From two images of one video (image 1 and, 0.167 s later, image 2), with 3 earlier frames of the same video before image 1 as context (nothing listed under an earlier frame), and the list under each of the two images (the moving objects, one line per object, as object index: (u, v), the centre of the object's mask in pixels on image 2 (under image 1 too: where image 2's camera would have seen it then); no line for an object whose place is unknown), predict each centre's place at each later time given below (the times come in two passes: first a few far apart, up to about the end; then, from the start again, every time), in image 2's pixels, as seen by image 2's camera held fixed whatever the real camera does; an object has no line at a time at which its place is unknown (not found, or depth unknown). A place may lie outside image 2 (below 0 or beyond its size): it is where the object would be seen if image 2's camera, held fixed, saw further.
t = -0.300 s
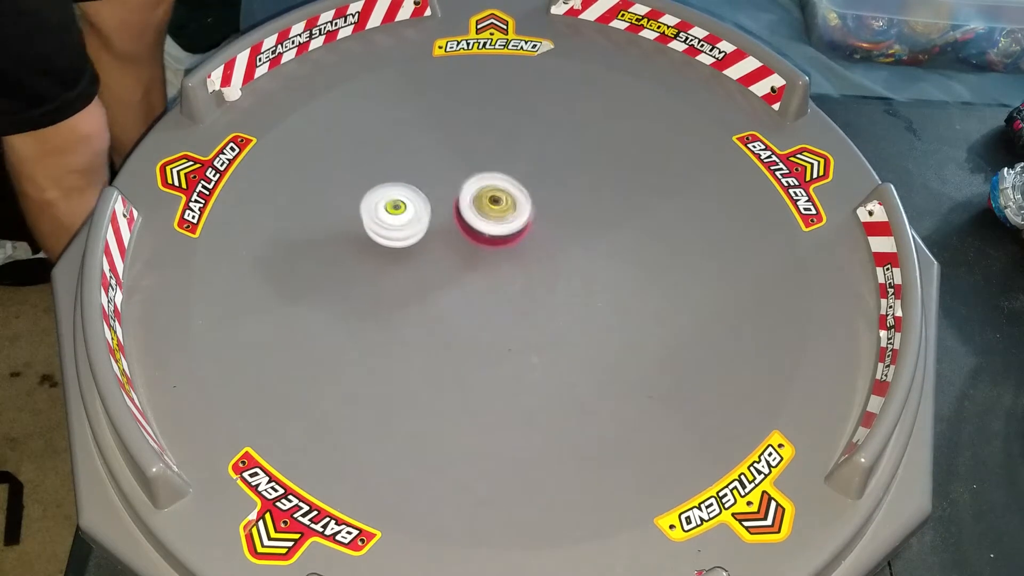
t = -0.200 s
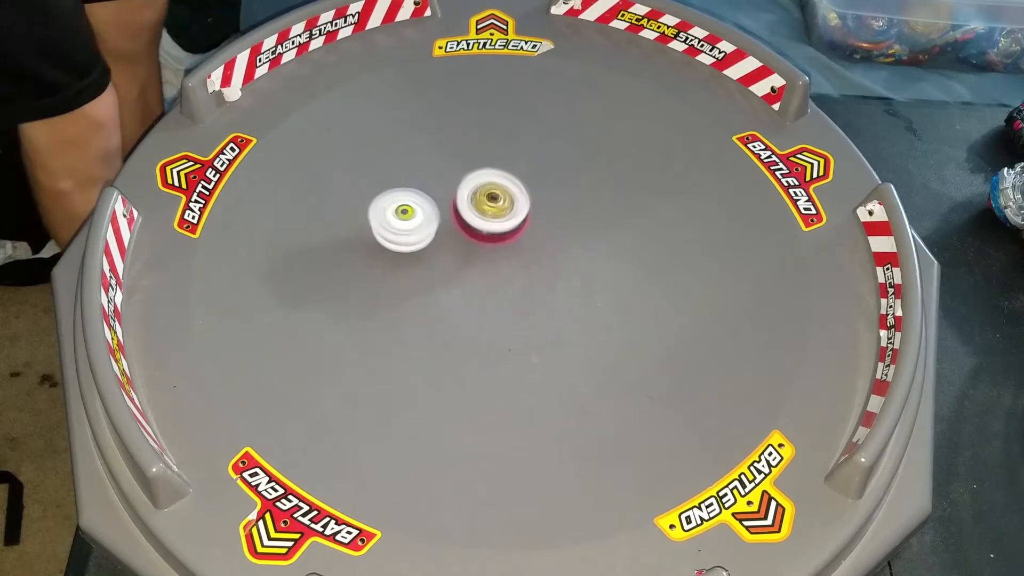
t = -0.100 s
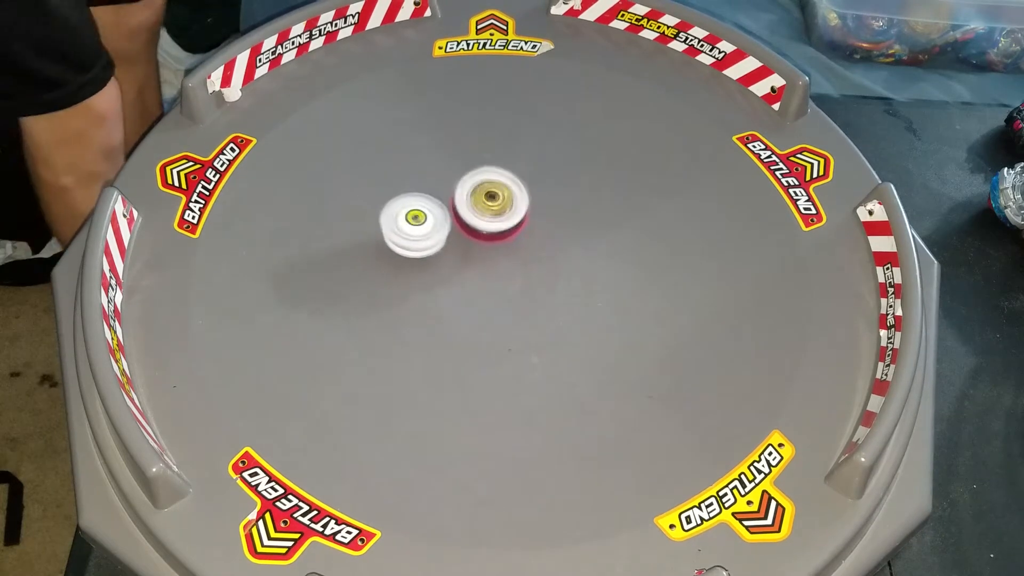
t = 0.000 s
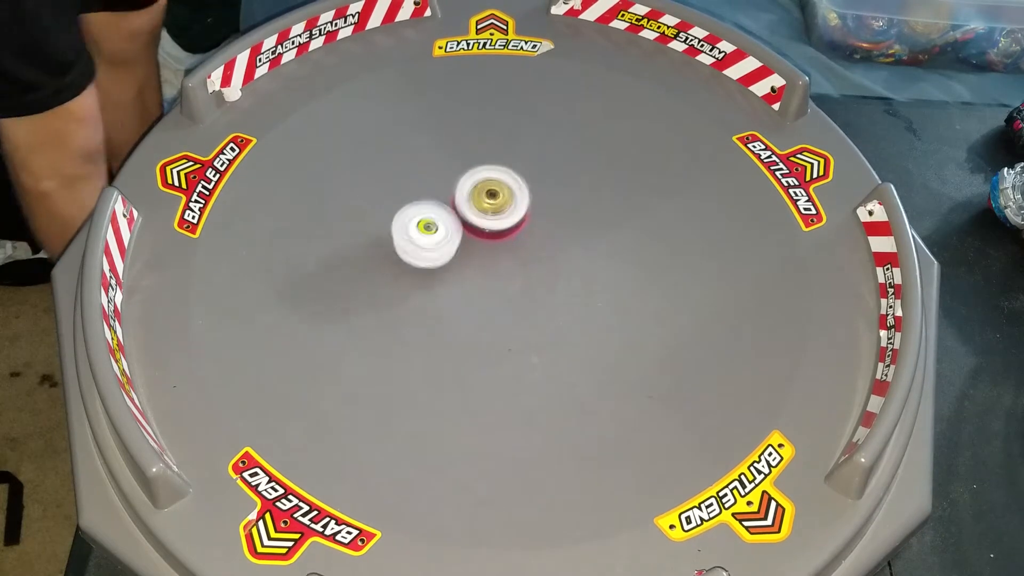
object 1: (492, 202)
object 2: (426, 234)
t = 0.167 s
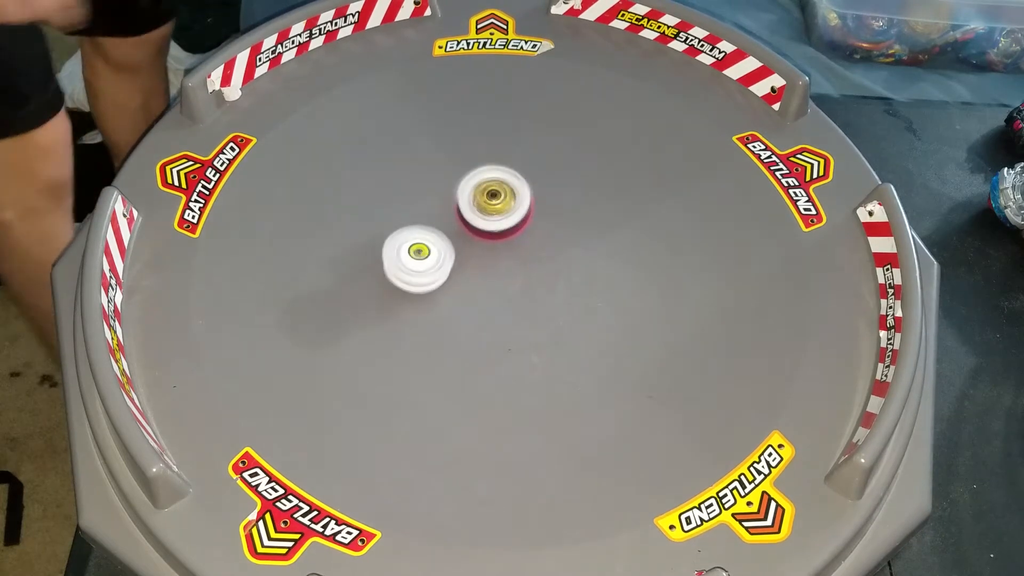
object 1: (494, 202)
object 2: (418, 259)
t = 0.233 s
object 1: (494, 203)
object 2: (414, 268)
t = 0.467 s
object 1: (486, 216)
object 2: (404, 292)
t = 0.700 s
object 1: (473, 257)
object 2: (404, 290)
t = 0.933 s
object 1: (535, 271)
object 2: (349, 309)
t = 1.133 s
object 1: (554, 269)
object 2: (329, 334)
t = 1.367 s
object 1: (555, 264)
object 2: (354, 336)
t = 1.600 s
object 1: (530, 253)
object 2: (399, 315)
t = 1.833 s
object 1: (477, 238)
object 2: (414, 282)
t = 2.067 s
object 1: (470, 229)
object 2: (371, 277)
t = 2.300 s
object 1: (468, 230)
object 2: (333, 272)
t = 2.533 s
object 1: (471, 243)
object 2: (345, 253)
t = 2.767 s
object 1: (477, 261)
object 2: (383, 235)
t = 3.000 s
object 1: (479, 271)
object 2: (410, 209)
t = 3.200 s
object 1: (484, 271)
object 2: (420, 184)
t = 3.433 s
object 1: (489, 263)
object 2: (426, 158)
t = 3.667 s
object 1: (499, 249)
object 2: (446, 154)
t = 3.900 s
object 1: (507, 237)
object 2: (466, 174)
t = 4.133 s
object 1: (522, 241)
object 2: (470, 192)
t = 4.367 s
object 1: (528, 249)
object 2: (450, 212)
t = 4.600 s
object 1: (525, 265)
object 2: (454, 230)
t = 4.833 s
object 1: (510, 279)
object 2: (469, 224)
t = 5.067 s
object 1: (496, 284)
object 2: (469, 224)
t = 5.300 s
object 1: (482, 290)
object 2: (451, 219)
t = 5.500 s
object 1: (482, 286)
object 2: (447, 225)
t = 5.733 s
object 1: (487, 273)
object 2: (449, 223)
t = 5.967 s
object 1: (489, 264)
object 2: (453, 189)
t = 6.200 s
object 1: (472, 253)
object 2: (471, 189)
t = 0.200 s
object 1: (494, 203)
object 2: (416, 264)
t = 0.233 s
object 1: (494, 203)
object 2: (414, 268)
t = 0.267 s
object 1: (493, 204)
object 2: (413, 273)
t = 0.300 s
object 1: (493, 205)
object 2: (411, 277)
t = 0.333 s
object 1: (493, 206)
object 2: (409, 281)
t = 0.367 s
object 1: (492, 208)
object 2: (408, 284)
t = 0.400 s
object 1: (490, 211)
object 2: (406, 287)
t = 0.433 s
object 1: (488, 212)
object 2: (405, 290)
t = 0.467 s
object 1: (486, 216)
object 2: (404, 292)
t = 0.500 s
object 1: (484, 220)
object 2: (403, 293)
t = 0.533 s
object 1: (481, 225)
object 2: (403, 294)
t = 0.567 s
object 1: (478, 230)
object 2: (402, 295)
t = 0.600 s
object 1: (475, 237)
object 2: (401, 295)
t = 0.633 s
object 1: (473, 244)
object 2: (402, 294)
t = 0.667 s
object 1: (472, 251)
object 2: (403, 292)
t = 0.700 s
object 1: (473, 257)
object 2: (404, 290)
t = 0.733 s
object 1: (477, 263)
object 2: (401, 291)
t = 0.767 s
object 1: (489, 264)
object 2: (387, 295)
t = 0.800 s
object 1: (500, 266)
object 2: (376, 298)
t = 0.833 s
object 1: (510, 268)
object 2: (368, 301)
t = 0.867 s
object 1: (519, 270)
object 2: (362, 303)
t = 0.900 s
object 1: (527, 271)
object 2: (355, 306)
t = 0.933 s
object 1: (535, 271)
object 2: (349, 309)
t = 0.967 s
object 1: (541, 271)
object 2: (344, 313)
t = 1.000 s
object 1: (546, 271)
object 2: (340, 317)
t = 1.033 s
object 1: (550, 271)
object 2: (336, 322)
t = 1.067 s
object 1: (553, 269)
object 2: (333, 326)
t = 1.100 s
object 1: (554, 269)
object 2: (330, 330)
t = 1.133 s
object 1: (554, 269)
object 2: (329, 334)
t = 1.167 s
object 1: (554, 268)
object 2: (329, 337)
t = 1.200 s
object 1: (554, 268)
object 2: (330, 338)
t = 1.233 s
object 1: (554, 267)
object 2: (333, 339)
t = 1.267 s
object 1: (555, 266)
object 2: (336, 339)
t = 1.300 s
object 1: (555, 266)
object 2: (342, 339)
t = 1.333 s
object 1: (555, 265)
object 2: (348, 338)
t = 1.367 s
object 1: (555, 264)
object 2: (354, 336)
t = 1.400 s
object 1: (554, 264)
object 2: (362, 335)
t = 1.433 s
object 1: (552, 263)
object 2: (368, 332)
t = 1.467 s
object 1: (550, 261)
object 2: (375, 330)
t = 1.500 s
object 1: (547, 260)
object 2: (381, 327)
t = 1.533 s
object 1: (542, 258)
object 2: (387, 323)
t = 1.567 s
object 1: (536, 255)
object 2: (394, 319)
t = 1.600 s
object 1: (530, 253)
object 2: (399, 315)
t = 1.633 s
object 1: (522, 250)
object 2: (404, 309)
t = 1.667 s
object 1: (514, 249)
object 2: (409, 305)
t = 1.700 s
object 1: (506, 246)
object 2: (413, 299)
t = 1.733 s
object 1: (496, 245)
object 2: (416, 294)
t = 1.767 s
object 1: (487, 244)
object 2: (419, 288)
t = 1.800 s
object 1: (480, 242)
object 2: (420, 282)
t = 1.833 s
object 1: (477, 238)
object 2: (414, 282)
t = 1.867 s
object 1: (477, 234)
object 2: (406, 282)
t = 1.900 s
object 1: (475, 231)
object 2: (402, 281)
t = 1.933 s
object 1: (473, 231)
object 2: (397, 279)
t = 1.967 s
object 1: (472, 229)
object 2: (391, 277)
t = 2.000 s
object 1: (471, 229)
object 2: (383, 277)
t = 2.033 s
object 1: (470, 229)
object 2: (376, 277)
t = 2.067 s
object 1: (470, 229)
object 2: (371, 277)
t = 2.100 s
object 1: (471, 229)
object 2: (365, 276)
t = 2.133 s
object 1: (470, 229)
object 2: (358, 276)
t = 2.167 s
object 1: (470, 230)
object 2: (352, 276)
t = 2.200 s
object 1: (469, 230)
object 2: (347, 275)
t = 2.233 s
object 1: (469, 229)
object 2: (341, 275)
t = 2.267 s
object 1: (469, 229)
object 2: (337, 273)
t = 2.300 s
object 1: (468, 230)
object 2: (333, 272)
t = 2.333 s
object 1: (468, 231)
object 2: (331, 269)
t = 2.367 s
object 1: (469, 231)
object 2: (330, 267)
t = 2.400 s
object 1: (470, 233)
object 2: (331, 264)
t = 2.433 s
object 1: (469, 235)
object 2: (333, 261)
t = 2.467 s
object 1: (470, 238)
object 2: (336, 258)
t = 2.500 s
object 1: (470, 240)
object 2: (341, 256)
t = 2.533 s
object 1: (471, 243)
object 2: (345, 253)
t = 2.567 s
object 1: (471, 247)
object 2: (351, 251)
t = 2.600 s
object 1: (471, 250)
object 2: (356, 248)
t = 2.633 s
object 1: (473, 252)
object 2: (362, 246)
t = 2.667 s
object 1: (474, 255)
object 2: (367, 244)
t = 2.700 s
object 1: (475, 257)
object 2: (372, 241)
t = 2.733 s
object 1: (477, 260)
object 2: (378, 239)
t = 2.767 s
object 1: (477, 261)
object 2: (383, 235)
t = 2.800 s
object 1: (478, 263)
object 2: (388, 232)
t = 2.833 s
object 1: (479, 265)
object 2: (392, 229)
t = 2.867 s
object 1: (479, 266)
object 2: (397, 226)
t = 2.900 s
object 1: (479, 268)
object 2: (400, 221)
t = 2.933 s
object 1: (479, 269)
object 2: (404, 217)
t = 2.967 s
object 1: (480, 270)
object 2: (407, 213)
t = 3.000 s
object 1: (479, 271)
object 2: (410, 209)
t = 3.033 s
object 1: (478, 270)
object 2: (412, 205)
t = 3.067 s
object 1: (479, 270)
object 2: (415, 201)
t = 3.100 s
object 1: (481, 270)
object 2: (416, 197)
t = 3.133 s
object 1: (482, 270)
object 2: (418, 193)
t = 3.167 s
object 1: (483, 270)
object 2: (419, 188)
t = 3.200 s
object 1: (484, 271)
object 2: (420, 184)
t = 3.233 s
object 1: (484, 270)
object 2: (420, 180)
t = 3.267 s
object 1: (484, 270)
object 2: (421, 176)
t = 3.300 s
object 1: (485, 270)
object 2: (421, 173)
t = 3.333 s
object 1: (485, 268)
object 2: (422, 168)
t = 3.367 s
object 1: (486, 266)
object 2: (423, 165)
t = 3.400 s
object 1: (488, 265)
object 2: (424, 161)
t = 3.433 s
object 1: (489, 263)
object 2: (426, 158)
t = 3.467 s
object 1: (490, 260)
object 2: (428, 156)
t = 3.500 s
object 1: (492, 259)
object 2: (430, 154)
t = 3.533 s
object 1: (494, 257)
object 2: (433, 152)
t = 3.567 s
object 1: (495, 255)
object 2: (436, 152)
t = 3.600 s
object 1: (497, 253)
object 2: (439, 152)
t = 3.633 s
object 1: (498, 251)
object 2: (443, 153)
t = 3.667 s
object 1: (499, 249)
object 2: (446, 154)
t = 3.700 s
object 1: (502, 247)
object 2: (449, 156)
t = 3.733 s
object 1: (503, 245)
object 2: (452, 158)
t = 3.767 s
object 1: (504, 243)
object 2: (456, 160)
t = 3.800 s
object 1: (505, 241)
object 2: (458, 163)
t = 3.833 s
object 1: (507, 241)
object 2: (461, 167)
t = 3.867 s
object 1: (508, 240)
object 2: (463, 170)
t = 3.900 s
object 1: (507, 237)
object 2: (466, 174)
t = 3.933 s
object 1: (508, 236)
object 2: (468, 177)
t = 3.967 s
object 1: (510, 236)
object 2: (471, 181)
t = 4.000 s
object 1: (511, 237)
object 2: (473, 183)
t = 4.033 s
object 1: (514, 238)
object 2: (473, 187)
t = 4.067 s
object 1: (517, 240)
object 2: (470, 189)
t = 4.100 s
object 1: (520, 241)
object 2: (470, 191)
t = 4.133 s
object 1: (522, 241)
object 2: (470, 192)
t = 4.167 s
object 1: (522, 242)
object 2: (468, 194)
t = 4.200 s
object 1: (522, 242)
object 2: (467, 197)
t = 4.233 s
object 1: (523, 242)
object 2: (466, 202)
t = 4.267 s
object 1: (524, 243)
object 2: (466, 205)
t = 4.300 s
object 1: (525, 242)
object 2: (462, 207)
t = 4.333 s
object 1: (527, 245)
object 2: (455, 209)
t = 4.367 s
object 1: (528, 249)
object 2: (450, 212)
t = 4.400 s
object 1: (530, 251)
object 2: (448, 217)
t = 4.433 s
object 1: (529, 254)
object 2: (449, 221)
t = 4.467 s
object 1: (530, 257)
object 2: (449, 222)
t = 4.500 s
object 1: (530, 259)
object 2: (449, 224)
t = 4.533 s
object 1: (528, 262)
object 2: (450, 227)
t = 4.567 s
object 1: (528, 264)
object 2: (450, 228)
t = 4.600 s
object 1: (525, 265)
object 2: (454, 230)
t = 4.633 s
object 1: (524, 267)
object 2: (456, 231)
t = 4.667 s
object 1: (522, 268)
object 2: (459, 231)
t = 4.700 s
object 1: (519, 272)
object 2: (463, 229)
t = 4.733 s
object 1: (517, 273)
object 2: (467, 228)
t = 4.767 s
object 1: (514, 275)
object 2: (468, 226)
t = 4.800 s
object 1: (512, 277)
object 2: (469, 224)
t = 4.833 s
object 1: (510, 279)
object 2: (469, 224)
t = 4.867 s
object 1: (508, 280)
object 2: (468, 224)
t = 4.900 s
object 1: (506, 282)
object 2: (468, 225)
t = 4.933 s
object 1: (504, 283)
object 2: (470, 226)
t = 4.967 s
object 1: (503, 284)
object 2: (472, 228)
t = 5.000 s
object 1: (499, 283)
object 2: (472, 226)
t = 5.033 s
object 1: (497, 283)
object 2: (471, 226)
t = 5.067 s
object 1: (496, 284)
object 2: (469, 224)
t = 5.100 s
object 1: (494, 284)
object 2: (466, 223)
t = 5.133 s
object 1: (493, 282)
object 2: (463, 224)
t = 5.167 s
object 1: (491, 282)
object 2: (461, 224)
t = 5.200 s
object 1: (489, 284)
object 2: (459, 223)
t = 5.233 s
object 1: (484, 286)
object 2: (455, 221)
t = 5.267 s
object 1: (482, 287)
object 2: (453, 220)
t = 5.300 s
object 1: (482, 290)
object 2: (451, 219)
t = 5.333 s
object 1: (482, 291)
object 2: (450, 220)
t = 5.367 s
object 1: (480, 291)
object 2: (450, 220)
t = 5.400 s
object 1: (483, 289)
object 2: (449, 221)
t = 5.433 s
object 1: (485, 289)
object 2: (448, 221)
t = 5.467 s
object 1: (484, 287)
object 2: (447, 223)
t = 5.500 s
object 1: (482, 286)
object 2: (447, 225)
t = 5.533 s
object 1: (482, 284)
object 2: (447, 225)
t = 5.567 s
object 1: (486, 281)
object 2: (448, 228)
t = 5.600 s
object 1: (487, 281)
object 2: (449, 229)
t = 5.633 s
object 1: (487, 279)
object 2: (451, 227)
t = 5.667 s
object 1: (485, 278)
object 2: (451, 227)
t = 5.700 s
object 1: (484, 275)
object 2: (450, 225)
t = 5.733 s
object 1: (487, 273)
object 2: (449, 223)
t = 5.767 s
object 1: (490, 275)
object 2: (445, 217)
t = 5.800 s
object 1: (490, 274)
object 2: (444, 210)
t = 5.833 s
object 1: (491, 273)
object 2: (443, 205)
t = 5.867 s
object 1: (491, 269)
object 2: (444, 200)
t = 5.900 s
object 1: (492, 267)
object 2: (446, 196)
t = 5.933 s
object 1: (493, 265)
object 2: (449, 191)
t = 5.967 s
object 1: (489, 264)
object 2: (453, 189)
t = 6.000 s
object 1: (486, 261)
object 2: (458, 188)
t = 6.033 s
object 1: (484, 259)
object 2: (462, 188)
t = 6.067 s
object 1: (482, 257)
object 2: (466, 188)
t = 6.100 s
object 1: (480, 256)
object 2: (470, 189)
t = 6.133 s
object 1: (477, 256)
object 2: (472, 189)
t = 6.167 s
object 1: (474, 255)
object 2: (472, 189)
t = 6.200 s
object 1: (472, 253)
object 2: (471, 189)
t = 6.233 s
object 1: (470, 251)
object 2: (469, 188)
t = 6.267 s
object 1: (469, 250)
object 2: (469, 188)
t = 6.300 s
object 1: (468, 251)
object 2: (469, 188)
